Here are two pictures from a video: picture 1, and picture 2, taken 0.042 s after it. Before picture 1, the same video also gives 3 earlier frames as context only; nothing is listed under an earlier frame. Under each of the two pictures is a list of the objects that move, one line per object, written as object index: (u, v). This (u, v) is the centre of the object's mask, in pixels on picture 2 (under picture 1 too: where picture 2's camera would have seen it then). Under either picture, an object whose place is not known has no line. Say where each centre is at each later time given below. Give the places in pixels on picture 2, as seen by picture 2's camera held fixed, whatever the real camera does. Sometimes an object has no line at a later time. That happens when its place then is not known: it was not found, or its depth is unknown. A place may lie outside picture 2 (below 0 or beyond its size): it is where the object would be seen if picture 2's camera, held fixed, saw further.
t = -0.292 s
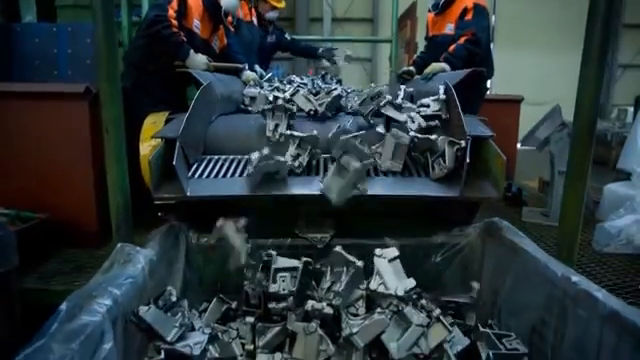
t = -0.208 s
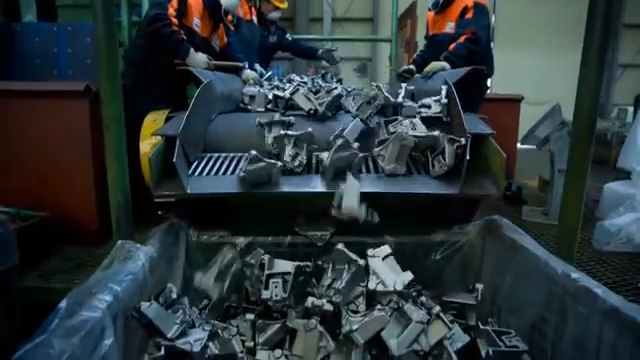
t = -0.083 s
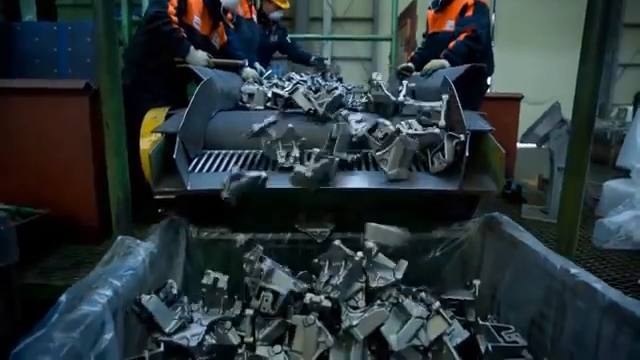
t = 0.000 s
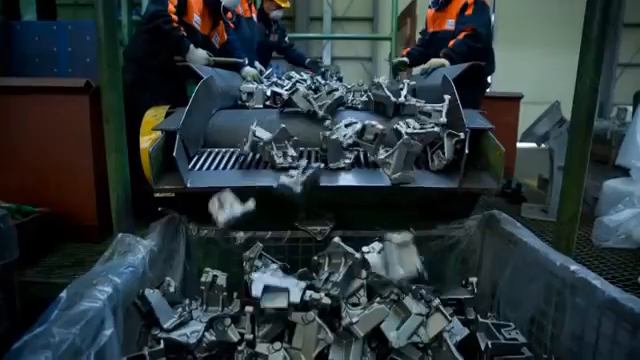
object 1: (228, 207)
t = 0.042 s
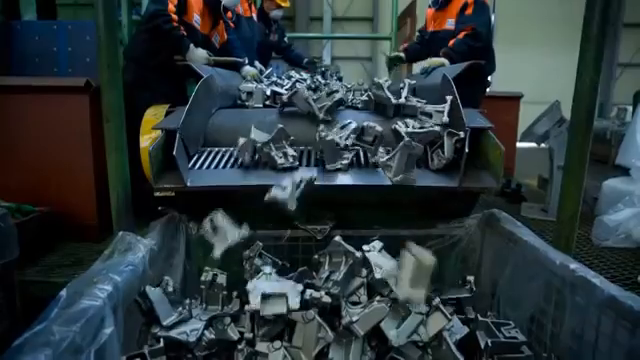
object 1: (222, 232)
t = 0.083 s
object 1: (223, 237)
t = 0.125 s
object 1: (223, 235)
